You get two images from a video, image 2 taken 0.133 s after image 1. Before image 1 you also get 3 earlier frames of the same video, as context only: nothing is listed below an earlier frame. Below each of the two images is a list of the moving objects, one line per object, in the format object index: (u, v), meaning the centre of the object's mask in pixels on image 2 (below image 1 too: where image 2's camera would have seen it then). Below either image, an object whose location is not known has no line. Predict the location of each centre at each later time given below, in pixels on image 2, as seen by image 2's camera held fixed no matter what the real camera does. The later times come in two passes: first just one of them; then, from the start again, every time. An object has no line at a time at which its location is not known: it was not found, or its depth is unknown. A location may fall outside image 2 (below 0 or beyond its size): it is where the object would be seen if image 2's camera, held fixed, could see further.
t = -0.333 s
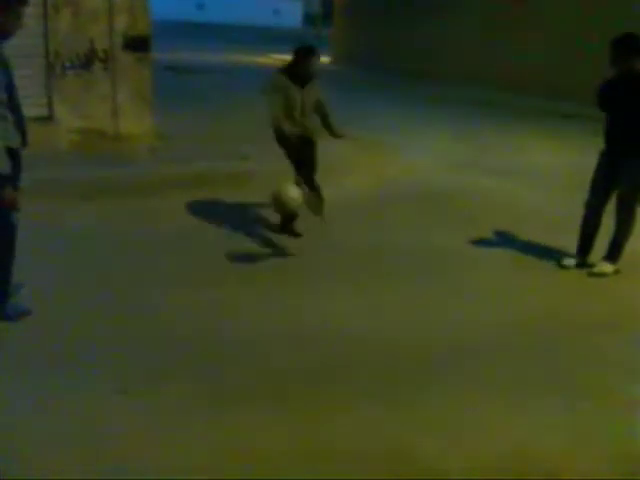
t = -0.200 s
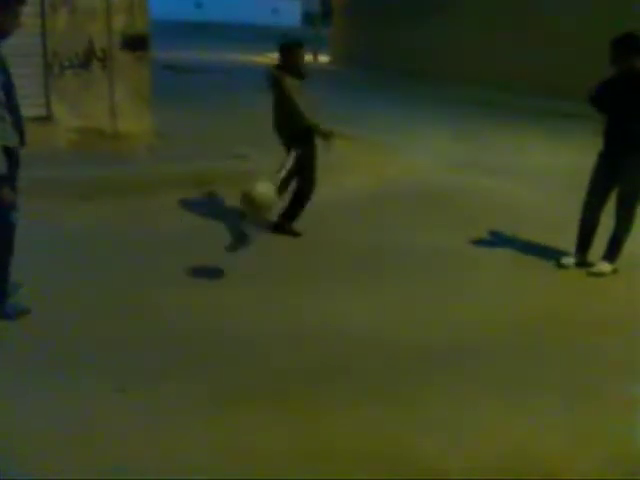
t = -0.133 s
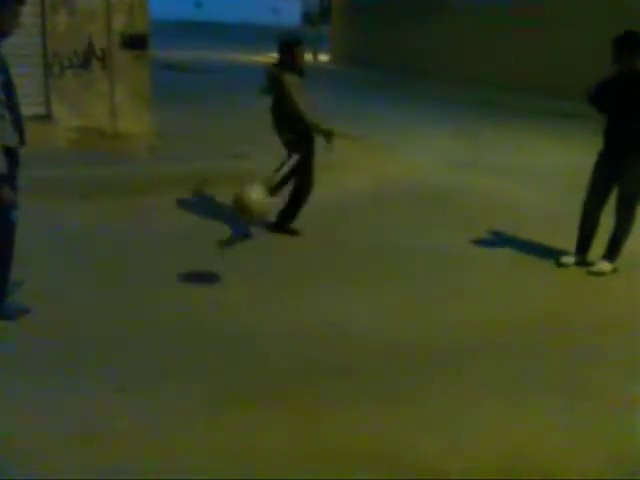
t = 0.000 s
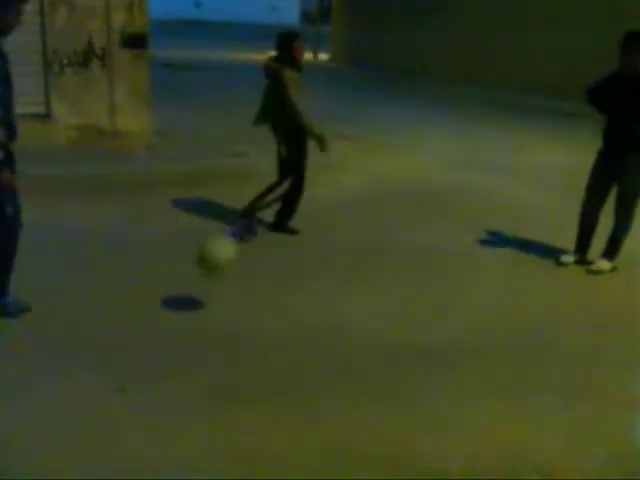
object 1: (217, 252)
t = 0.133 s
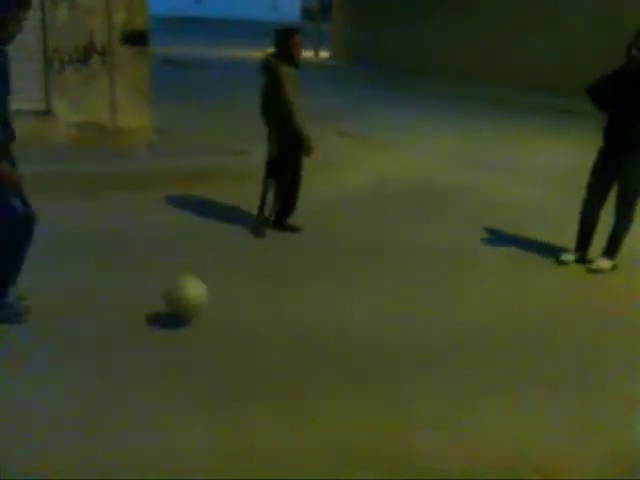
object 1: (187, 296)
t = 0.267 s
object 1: (167, 271)
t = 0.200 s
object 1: (169, 275)
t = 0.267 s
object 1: (167, 271)
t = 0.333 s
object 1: (164, 265)
